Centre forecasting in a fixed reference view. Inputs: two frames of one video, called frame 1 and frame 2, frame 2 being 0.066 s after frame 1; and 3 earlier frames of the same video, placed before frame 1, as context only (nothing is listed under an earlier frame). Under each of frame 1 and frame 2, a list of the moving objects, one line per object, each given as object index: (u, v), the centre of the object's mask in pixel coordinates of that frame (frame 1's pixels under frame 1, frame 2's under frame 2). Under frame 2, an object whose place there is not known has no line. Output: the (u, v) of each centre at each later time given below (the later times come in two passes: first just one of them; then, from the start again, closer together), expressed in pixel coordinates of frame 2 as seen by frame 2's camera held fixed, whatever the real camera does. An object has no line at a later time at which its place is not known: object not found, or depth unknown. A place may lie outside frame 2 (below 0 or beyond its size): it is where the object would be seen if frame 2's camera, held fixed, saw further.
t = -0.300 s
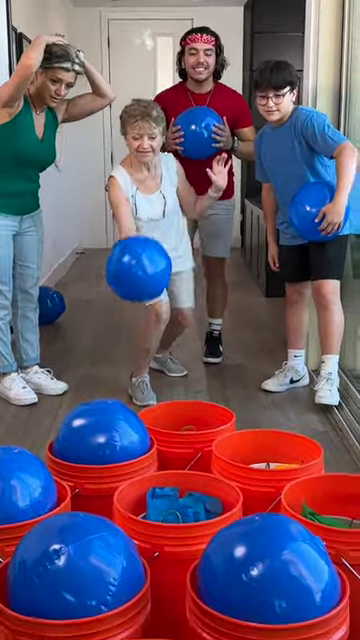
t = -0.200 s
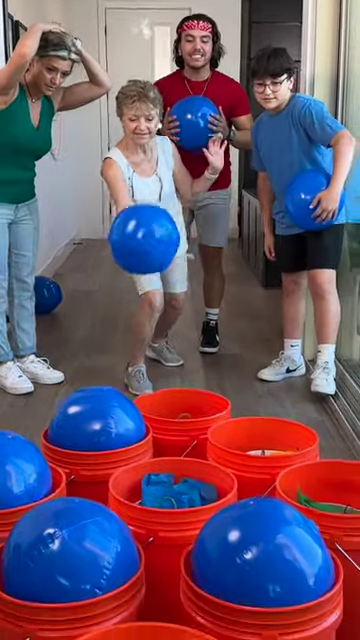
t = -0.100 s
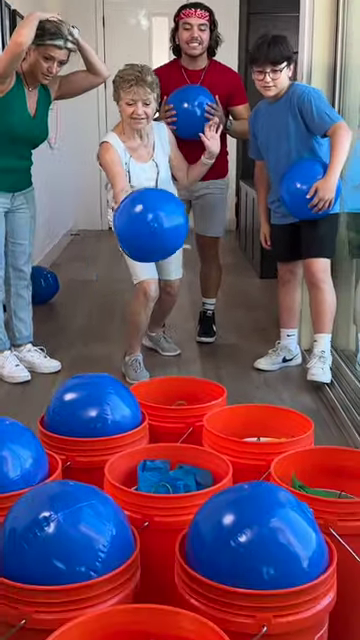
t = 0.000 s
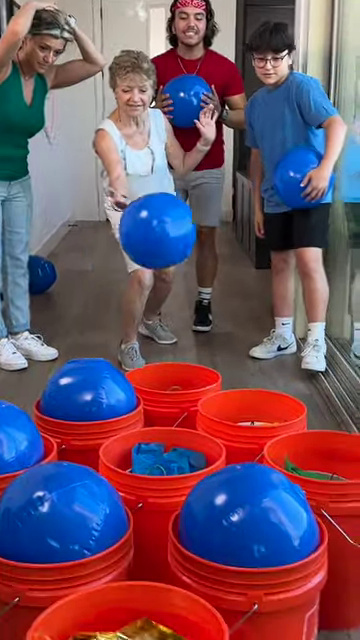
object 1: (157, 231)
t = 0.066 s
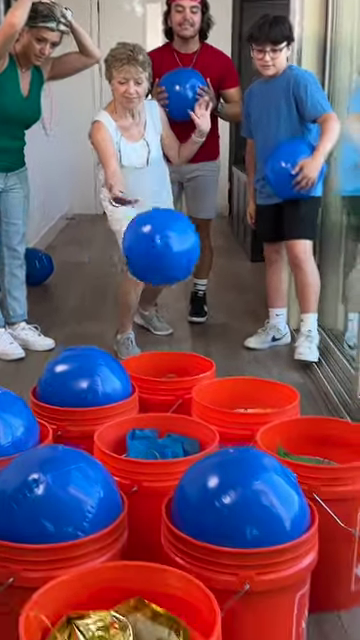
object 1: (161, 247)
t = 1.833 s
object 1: (275, 354)
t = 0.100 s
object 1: (165, 262)
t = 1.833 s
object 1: (275, 354)
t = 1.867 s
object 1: (281, 356)
